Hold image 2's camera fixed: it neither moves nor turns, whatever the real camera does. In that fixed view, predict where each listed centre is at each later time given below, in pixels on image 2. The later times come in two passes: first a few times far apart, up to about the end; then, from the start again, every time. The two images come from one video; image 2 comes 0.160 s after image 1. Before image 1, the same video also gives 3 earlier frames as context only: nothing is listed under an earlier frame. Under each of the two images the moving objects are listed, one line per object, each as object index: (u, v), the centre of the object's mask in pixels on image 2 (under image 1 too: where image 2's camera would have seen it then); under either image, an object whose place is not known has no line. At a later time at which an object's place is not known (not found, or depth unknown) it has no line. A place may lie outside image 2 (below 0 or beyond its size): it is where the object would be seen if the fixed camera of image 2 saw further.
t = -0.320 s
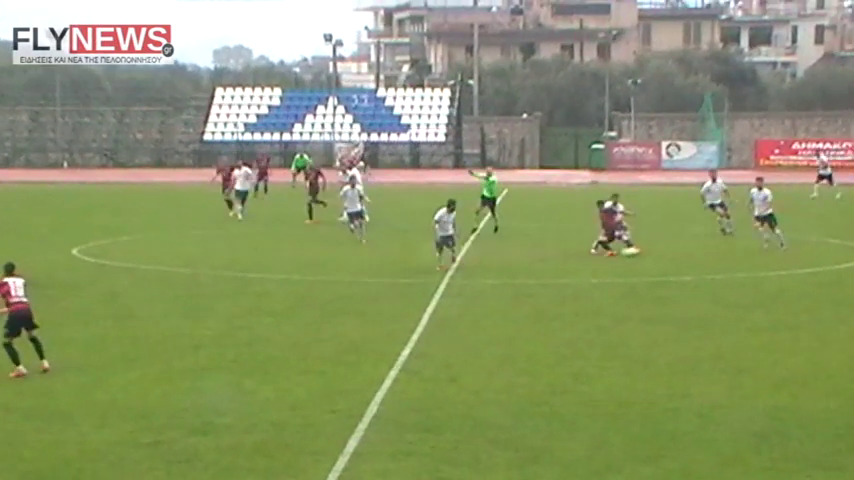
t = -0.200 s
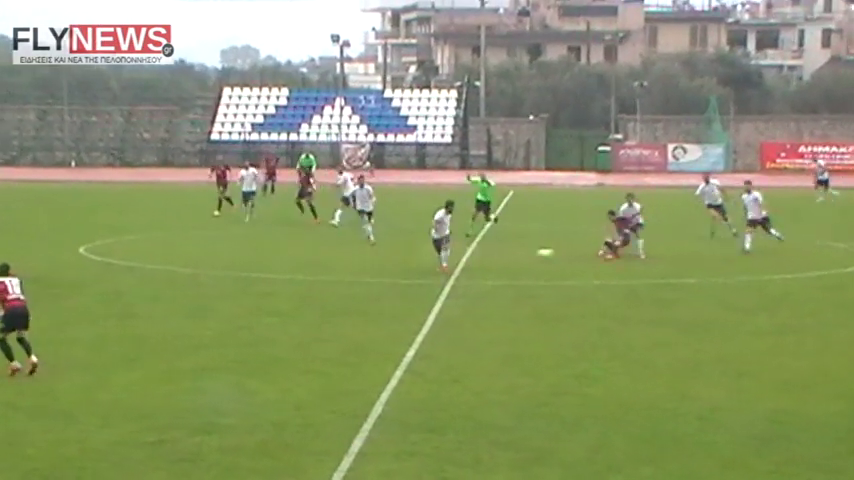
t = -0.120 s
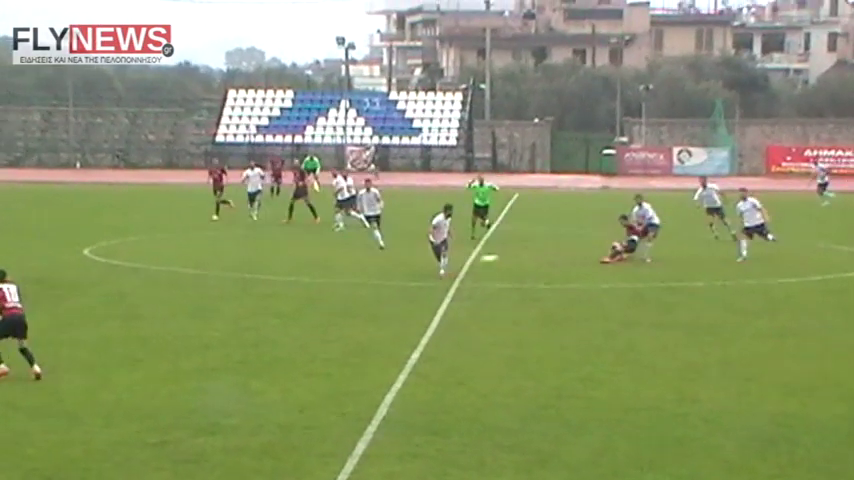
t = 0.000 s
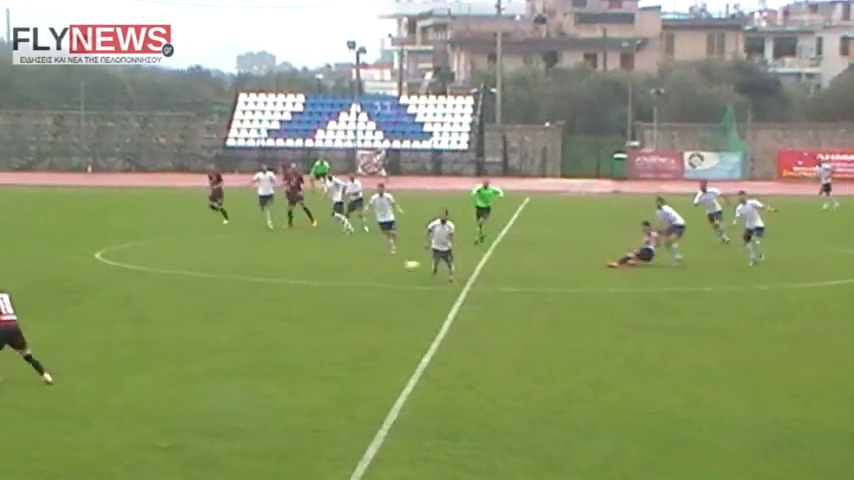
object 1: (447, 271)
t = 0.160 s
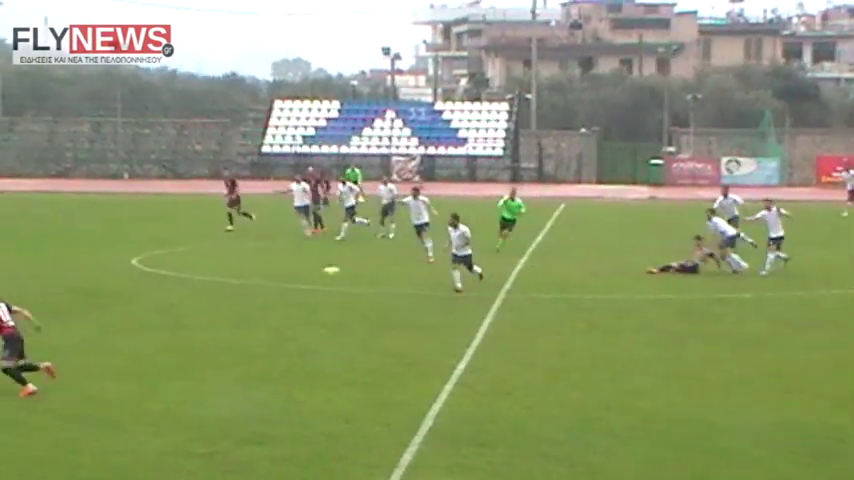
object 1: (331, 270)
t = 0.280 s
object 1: (243, 279)
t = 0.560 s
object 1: (54, 285)
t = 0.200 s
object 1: (301, 272)
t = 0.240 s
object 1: (272, 275)
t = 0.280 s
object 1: (243, 279)
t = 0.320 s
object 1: (216, 278)
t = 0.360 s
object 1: (189, 277)
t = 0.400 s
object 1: (163, 277)
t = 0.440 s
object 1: (135, 277)
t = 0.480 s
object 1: (108, 279)
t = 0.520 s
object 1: (81, 281)
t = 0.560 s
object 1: (54, 285)
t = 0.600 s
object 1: (27, 290)
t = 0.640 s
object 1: (1, 288)
